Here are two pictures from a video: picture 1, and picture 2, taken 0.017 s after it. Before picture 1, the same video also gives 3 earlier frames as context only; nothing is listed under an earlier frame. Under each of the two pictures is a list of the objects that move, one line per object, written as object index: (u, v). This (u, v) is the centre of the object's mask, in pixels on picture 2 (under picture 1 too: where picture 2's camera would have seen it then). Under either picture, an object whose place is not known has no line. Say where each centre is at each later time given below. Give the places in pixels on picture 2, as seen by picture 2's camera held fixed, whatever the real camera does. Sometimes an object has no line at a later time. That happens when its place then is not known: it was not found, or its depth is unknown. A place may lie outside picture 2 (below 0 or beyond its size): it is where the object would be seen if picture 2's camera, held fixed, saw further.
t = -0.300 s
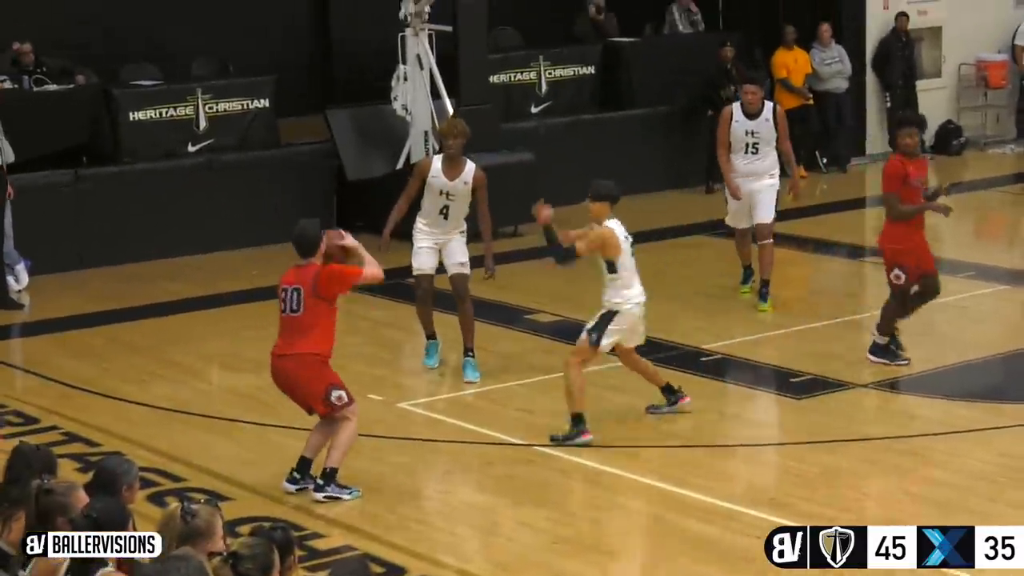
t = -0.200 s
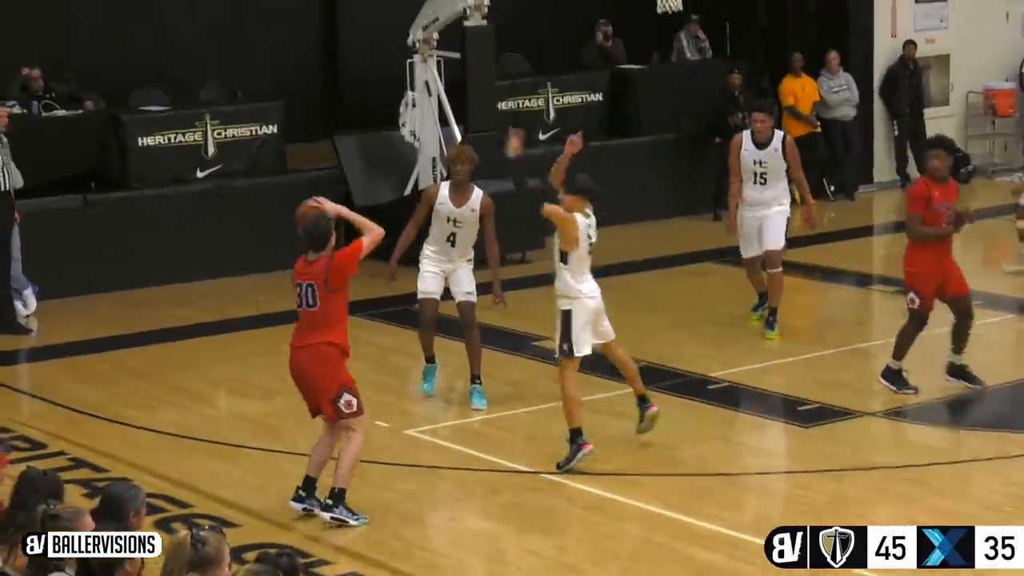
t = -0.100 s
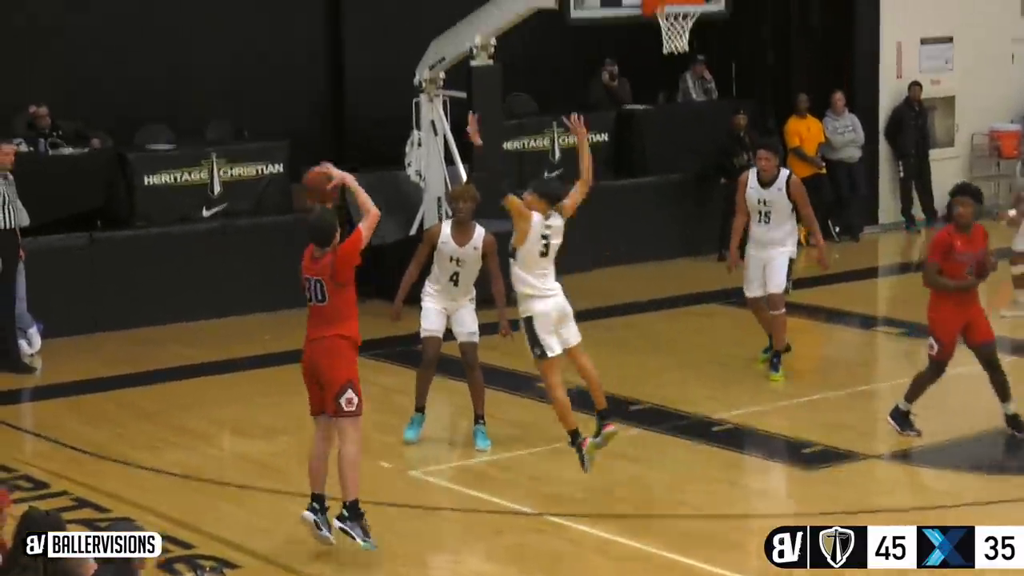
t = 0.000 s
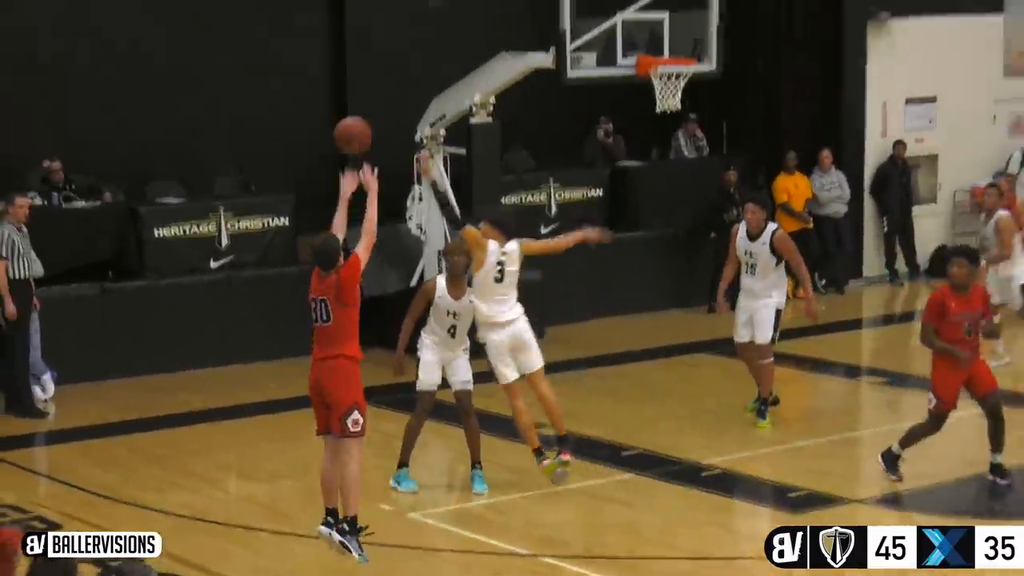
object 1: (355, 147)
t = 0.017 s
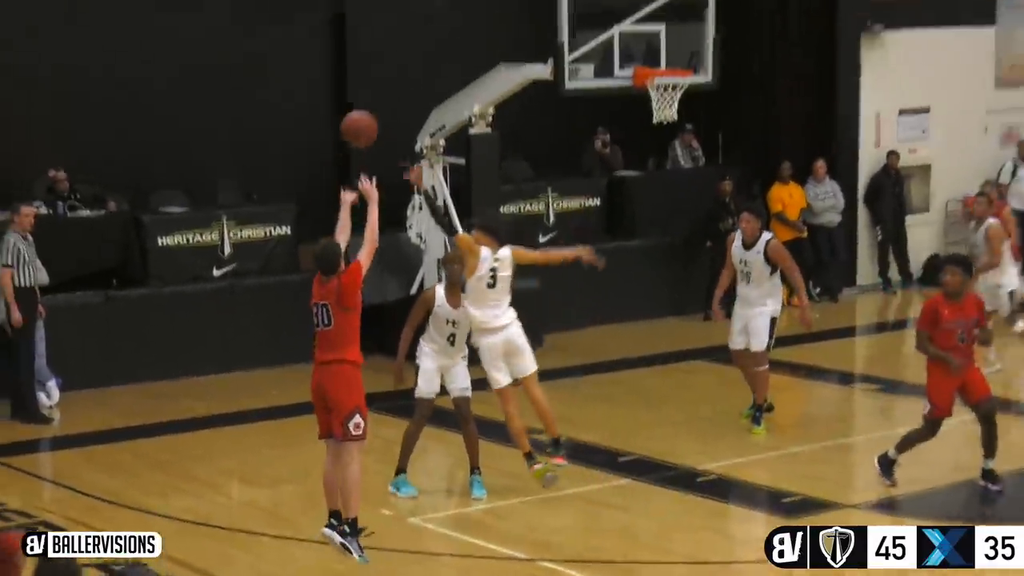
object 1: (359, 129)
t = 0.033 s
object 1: (364, 110)
